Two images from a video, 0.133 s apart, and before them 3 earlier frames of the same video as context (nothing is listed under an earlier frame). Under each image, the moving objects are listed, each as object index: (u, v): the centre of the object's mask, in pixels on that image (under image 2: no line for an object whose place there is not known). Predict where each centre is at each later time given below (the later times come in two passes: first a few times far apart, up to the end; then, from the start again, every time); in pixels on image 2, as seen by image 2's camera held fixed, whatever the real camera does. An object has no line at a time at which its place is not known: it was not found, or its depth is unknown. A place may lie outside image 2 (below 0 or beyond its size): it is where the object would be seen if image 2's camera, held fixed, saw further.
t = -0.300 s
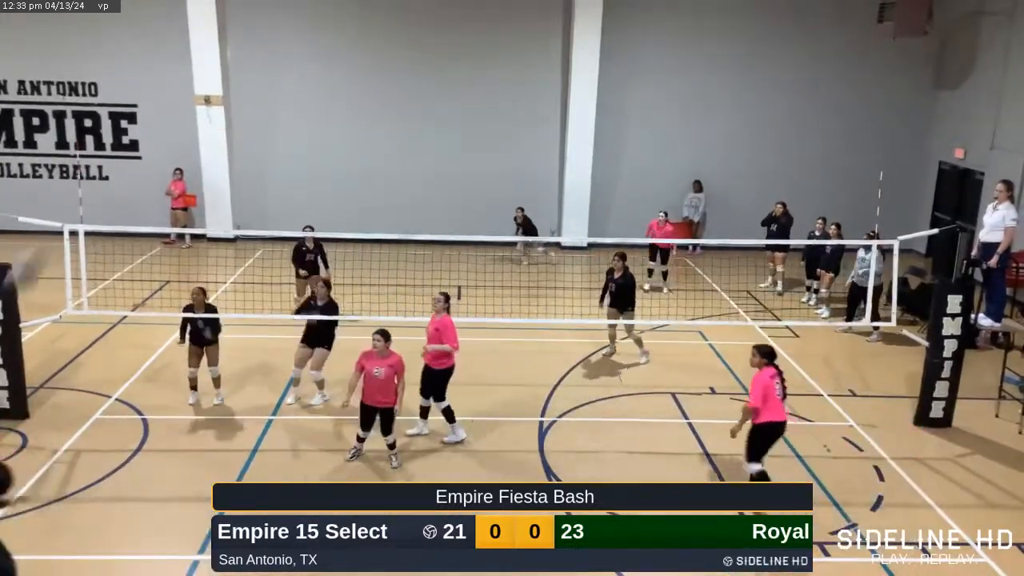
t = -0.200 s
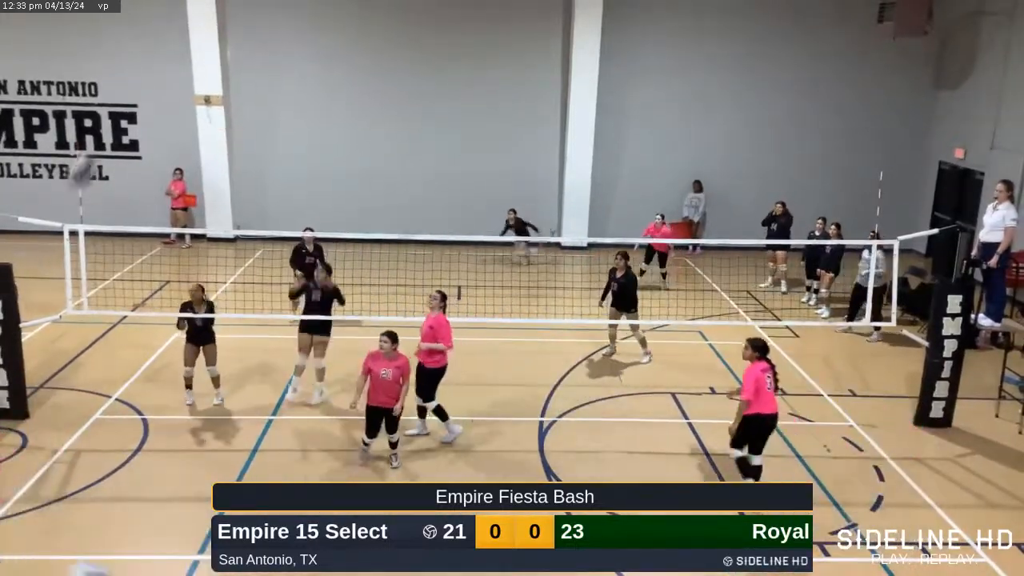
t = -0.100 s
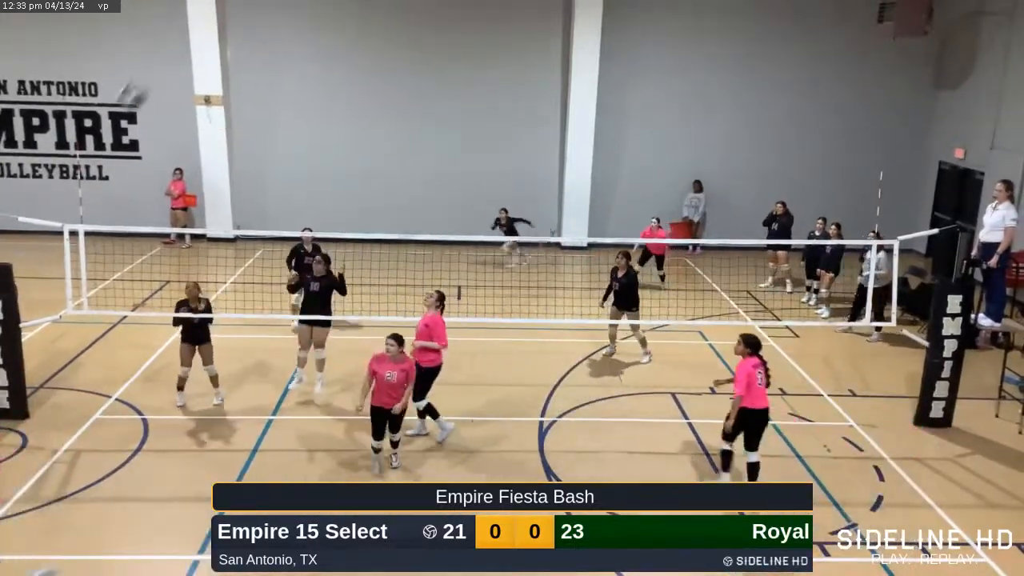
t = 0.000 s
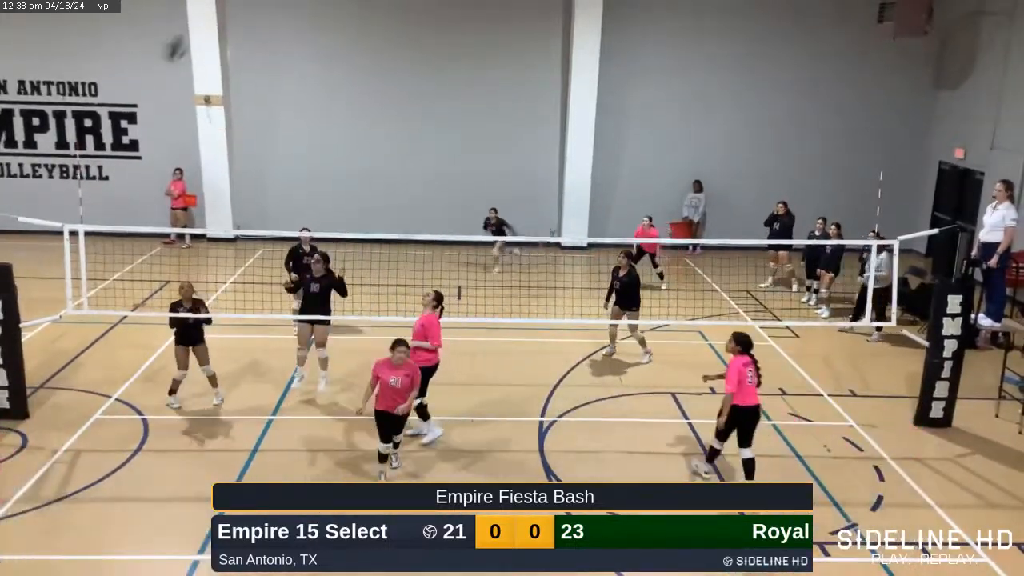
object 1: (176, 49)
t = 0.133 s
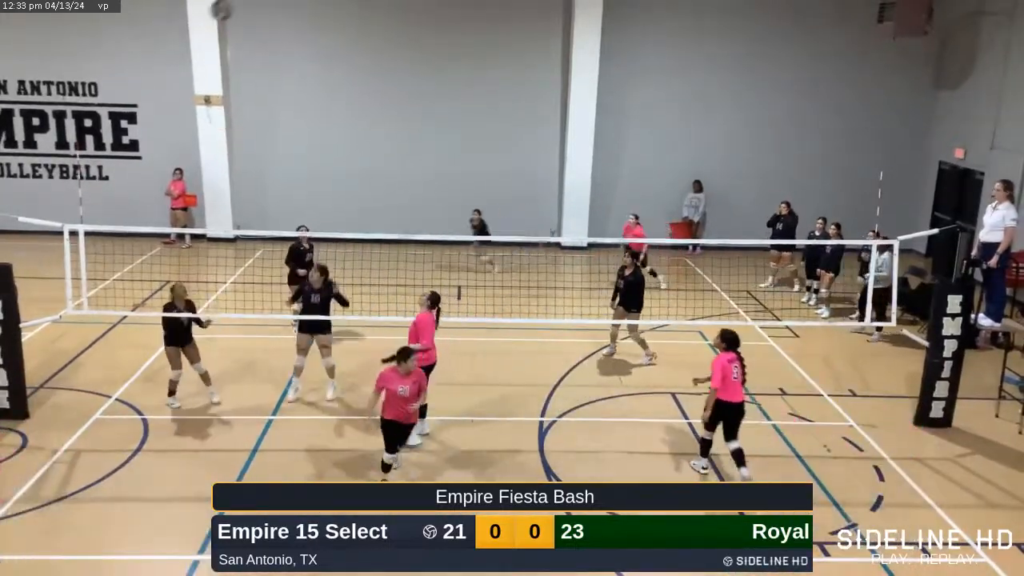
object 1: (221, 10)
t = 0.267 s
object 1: (261, 2)
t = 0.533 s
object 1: (318, 19)
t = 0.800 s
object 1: (360, 84)
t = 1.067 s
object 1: (387, 170)
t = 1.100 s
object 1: (390, 181)
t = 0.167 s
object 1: (229, 7)
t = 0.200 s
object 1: (240, 5)
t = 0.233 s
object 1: (249, 3)
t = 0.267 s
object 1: (261, 2)
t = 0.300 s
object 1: (268, 2)
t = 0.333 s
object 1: (276, 2)
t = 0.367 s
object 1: (284, 3)
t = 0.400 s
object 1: (292, 4)
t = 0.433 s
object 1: (299, 6)
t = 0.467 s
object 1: (306, 8)
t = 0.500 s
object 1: (311, 13)
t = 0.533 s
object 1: (318, 19)
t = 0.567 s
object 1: (323, 25)
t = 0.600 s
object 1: (329, 32)
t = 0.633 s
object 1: (334, 39)
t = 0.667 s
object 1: (338, 47)
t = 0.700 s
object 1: (345, 56)
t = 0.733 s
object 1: (348, 65)
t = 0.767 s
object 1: (355, 74)
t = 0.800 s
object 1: (360, 84)
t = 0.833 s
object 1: (363, 94)
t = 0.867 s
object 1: (367, 104)
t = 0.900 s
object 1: (371, 115)
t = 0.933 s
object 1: (373, 124)
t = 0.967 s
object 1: (378, 137)
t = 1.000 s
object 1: (381, 146)
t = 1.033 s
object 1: (385, 159)
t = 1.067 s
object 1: (387, 170)
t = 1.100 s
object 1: (390, 181)
